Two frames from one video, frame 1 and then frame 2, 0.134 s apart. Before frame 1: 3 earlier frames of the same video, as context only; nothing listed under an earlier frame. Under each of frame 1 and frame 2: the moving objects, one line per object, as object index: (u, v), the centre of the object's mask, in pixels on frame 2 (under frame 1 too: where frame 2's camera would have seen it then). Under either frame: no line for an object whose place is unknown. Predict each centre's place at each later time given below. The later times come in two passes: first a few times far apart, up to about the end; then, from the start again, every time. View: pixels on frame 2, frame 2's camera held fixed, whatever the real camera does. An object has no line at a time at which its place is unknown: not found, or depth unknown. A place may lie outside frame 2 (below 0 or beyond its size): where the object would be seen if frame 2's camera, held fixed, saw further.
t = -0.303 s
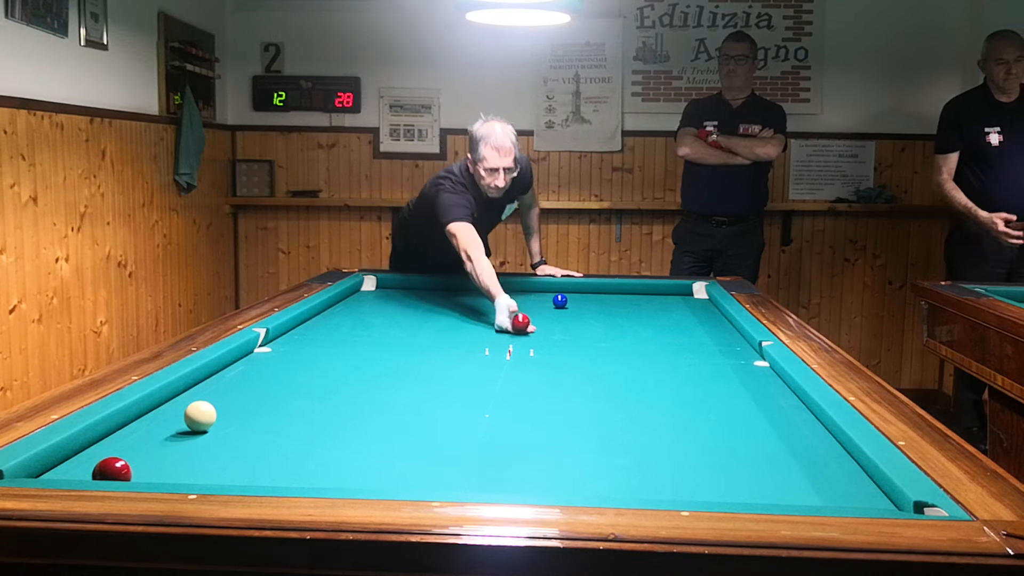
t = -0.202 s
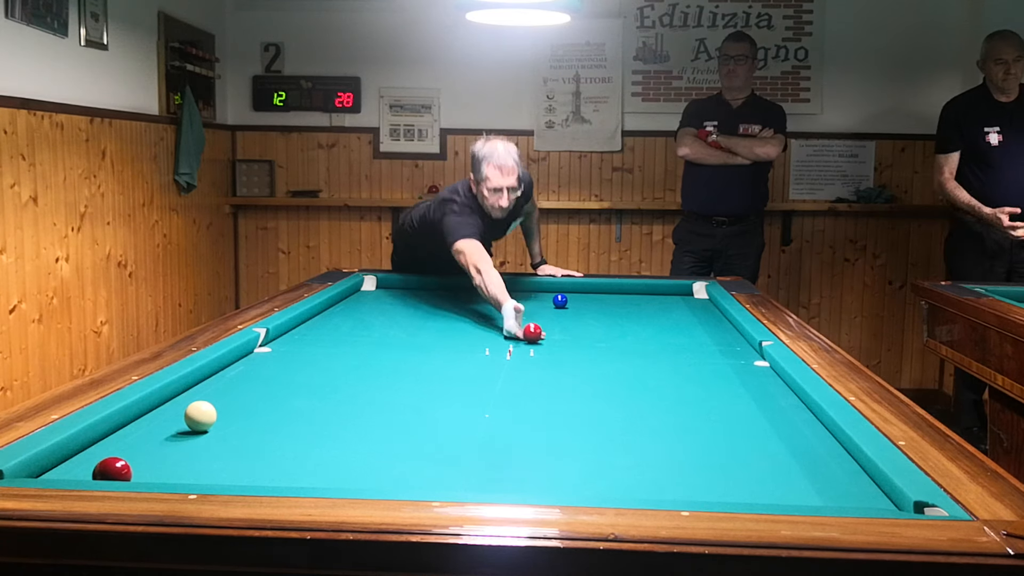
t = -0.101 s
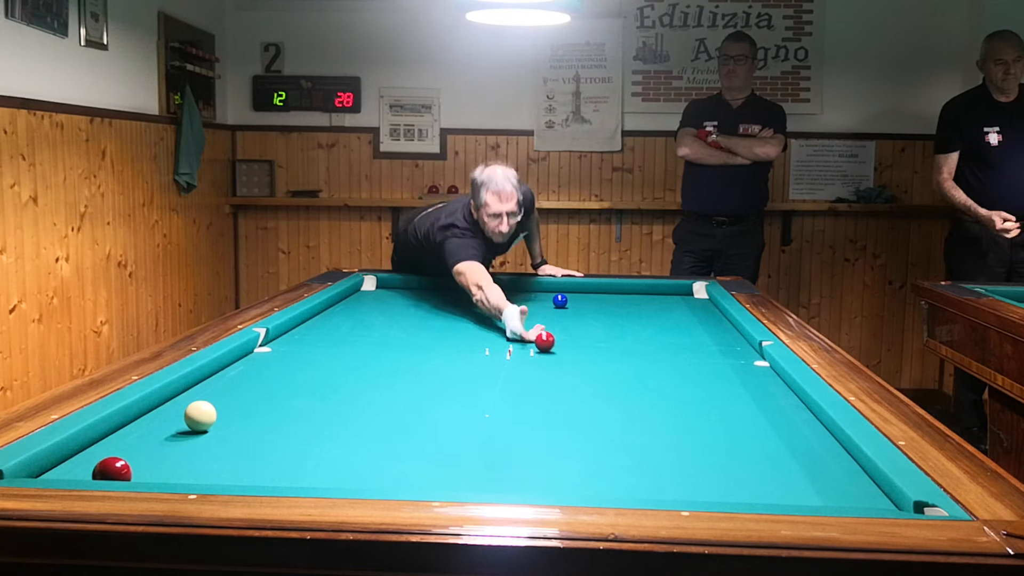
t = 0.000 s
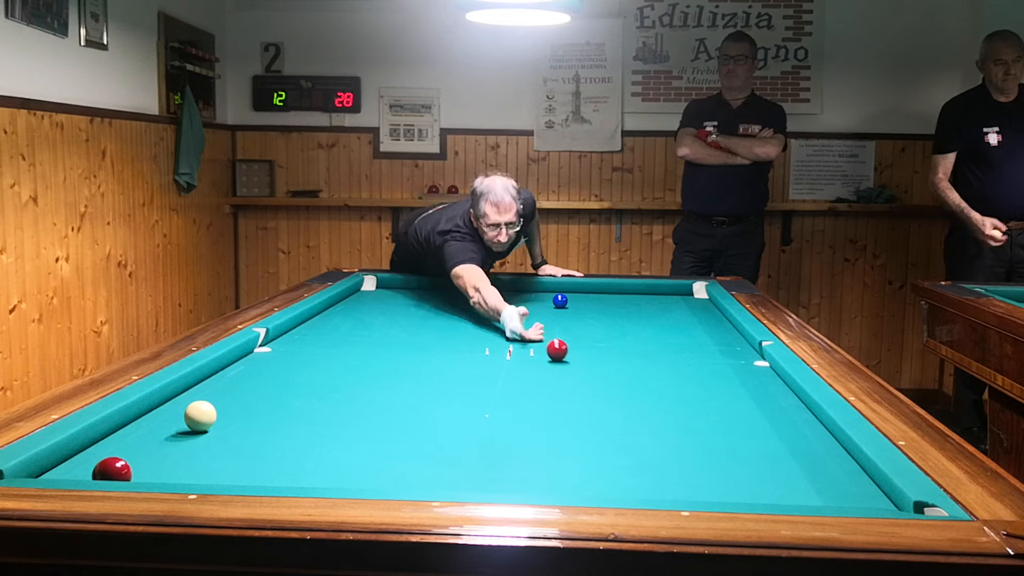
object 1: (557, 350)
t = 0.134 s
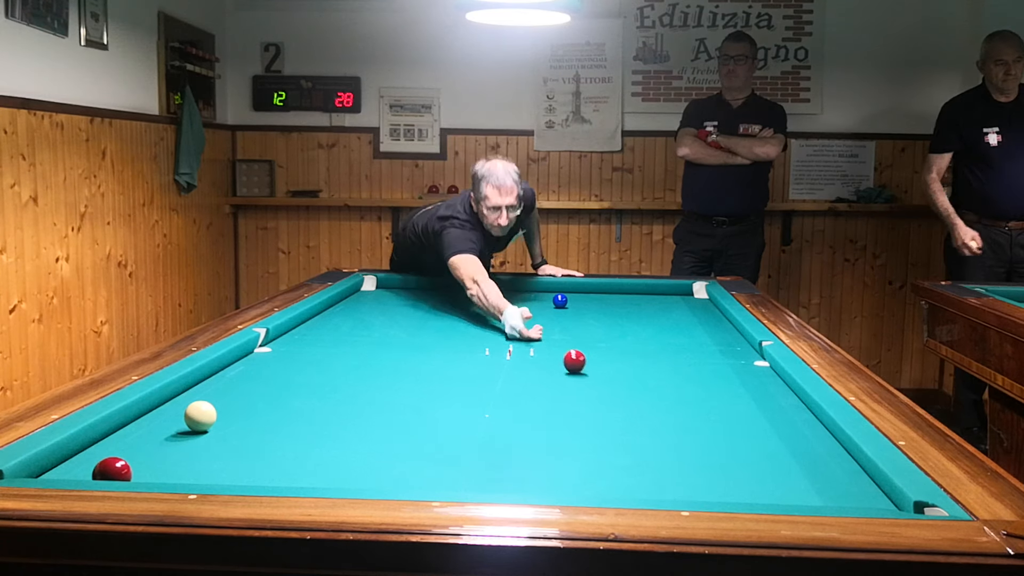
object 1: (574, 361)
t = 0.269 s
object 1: (593, 374)
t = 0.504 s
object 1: (633, 401)
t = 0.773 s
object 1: (691, 439)
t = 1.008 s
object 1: (759, 483)
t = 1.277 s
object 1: (814, 492)
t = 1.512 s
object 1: (823, 468)
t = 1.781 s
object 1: (825, 441)
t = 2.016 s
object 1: (798, 423)
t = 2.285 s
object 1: (771, 405)
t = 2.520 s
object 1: (751, 392)
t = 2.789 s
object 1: (730, 378)
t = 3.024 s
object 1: (714, 367)
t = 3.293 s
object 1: (698, 357)
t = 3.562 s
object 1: (684, 347)
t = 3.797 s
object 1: (672, 340)
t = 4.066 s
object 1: (661, 333)
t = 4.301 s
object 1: (652, 327)
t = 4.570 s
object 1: (643, 321)
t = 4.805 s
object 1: (636, 316)
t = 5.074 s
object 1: (628, 311)
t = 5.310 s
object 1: (622, 307)
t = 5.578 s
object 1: (615, 302)
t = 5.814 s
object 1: (610, 299)
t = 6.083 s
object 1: (605, 295)
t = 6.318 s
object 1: (600, 293)
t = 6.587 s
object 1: (595, 289)
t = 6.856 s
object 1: (592, 288)
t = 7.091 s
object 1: (590, 289)
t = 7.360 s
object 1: (587, 291)
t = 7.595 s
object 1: (585, 292)
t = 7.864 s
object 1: (583, 293)
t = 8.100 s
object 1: (581, 294)
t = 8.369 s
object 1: (580, 296)
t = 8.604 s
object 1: (578, 297)
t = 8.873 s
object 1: (577, 298)
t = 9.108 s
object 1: (576, 298)
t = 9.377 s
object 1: (575, 299)
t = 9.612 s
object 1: (575, 300)
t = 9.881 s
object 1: (576, 301)
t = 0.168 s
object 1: (579, 364)
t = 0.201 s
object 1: (584, 367)
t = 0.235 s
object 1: (588, 371)
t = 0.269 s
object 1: (593, 374)
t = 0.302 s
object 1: (599, 378)
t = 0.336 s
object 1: (604, 381)
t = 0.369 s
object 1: (609, 385)
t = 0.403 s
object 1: (615, 389)
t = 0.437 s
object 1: (620, 392)
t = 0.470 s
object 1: (627, 396)
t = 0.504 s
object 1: (633, 401)
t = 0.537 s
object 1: (639, 405)
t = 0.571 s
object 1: (646, 409)
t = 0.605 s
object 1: (653, 414)
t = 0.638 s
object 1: (660, 418)
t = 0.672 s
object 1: (667, 424)
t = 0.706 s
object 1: (675, 428)
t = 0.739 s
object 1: (683, 434)
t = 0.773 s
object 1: (691, 439)
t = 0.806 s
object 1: (699, 444)
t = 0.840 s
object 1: (708, 451)
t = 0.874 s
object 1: (718, 457)
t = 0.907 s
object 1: (727, 463)
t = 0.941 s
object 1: (737, 470)
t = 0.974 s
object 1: (747, 476)
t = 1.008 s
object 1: (759, 483)
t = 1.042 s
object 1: (770, 488)
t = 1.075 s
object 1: (781, 492)
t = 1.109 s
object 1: (794, 497)
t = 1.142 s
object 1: (806, 500)
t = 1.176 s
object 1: (812, 500)
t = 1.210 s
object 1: (812, 497)
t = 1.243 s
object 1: (813, 495)
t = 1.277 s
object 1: (814, 492)
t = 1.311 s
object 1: (815, 489)
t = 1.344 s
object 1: (816, 486)
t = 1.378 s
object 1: (817, 483)
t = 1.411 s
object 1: (819, 479)
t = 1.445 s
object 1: (820, 475)
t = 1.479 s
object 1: (821, 471)
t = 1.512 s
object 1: (823, 468)
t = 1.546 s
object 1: (824, 464)
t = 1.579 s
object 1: (825, 461)
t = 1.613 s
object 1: (826, 457)
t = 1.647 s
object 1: (827, 454)
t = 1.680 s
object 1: (828, 451)
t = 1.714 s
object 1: (829, 447)
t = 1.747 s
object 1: (830, 444)
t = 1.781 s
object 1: (825, 441)
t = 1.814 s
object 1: (821, 439)
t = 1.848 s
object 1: (817, 436)
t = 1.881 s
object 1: (813, 433)
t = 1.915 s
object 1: (809, 431)
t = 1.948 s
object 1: (805, 428)
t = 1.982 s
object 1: (802, 426)
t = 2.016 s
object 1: (798, 423)
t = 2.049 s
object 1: (794, 421)
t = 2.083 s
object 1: (791, 418)
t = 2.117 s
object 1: (787, 416)
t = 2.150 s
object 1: (784, 414)
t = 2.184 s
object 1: (780, 412)
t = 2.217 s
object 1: (777, 409)
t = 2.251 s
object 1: (774, 407)
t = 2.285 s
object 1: (771, 405)
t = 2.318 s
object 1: (768, 403)
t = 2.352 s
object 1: (765, 401)
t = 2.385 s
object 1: (762, 399)
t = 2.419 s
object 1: (759, 397)
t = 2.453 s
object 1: (756, 395)
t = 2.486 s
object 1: (753, 393)
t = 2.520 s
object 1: (751, 392)
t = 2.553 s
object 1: (748, 390)
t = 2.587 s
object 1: (745, 388)
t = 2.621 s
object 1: (742, 386)
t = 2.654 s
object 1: (740, 384)
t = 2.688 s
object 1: (737, 382)
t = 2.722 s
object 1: (735, 381)
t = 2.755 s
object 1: (732, 379)
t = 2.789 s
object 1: (730, 378)
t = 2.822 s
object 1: (727, 376)
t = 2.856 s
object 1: (725, 375)
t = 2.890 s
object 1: (723, 373)
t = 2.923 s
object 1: (721, 371)
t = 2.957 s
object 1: (719, 370)
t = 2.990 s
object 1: (716, 369)
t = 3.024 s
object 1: (714, 367)
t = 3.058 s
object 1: (712, 366)
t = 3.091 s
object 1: (710, 364)
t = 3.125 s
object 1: (708, 363)
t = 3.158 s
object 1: (706, 362)
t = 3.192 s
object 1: (704, 360)
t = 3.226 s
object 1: (702, 359)
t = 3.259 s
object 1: (700, 358)
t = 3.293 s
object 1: (698, 357)
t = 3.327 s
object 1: (696, 355)
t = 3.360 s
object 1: (694, 354)
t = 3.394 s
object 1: (692, 353)
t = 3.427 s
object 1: (690, 352)
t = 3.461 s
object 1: (689, 351)
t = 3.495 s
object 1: (687, 350)
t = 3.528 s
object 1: (685, 348)
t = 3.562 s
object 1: (684, 347)
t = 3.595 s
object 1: (682, 346)
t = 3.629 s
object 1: (680, 345)
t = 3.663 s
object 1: (679, 344)
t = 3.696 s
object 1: (677, 343)
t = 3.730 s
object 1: (675, 342)
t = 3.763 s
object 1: (674, 341)
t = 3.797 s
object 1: (672, 340)
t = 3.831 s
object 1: (671, 339)
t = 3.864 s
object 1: (670, 338)
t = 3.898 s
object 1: (668, 337)
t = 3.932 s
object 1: (667, 336)
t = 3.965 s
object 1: (665, 335)
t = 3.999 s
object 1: (664, 334)
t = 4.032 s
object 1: (662, 333)
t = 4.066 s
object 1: (661, 333)
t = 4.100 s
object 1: (660, 332)
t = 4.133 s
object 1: (658, 331)
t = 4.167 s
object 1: (657, 330)
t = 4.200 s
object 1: (656, 329)
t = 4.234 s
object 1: (654, 328)
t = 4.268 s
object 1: (653, 328)
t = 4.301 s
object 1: (652, 327)
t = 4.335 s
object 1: (651, 326)
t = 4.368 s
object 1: (650, 325)
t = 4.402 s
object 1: (648, 324)
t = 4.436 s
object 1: (647, 323)
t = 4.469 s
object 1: (646, 323)
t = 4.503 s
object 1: (645, 322)
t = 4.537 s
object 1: (644, 321)
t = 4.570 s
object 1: (643, 321)
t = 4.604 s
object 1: (642, 320)
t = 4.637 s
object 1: (641, 319)
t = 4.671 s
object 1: (640, 318)
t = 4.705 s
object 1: (638, 318)
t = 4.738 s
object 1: (638, 317)
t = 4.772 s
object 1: (637, 316)
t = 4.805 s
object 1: (636, 316)
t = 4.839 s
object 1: (635, 315)
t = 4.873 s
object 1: (634, 314)
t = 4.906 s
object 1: (633, 314)
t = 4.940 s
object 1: (632, 313)
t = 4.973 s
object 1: (631, 312)
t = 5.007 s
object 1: (630, 312)
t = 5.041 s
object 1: (629, 311)
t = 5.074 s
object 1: (628, 311)
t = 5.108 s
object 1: (627, 310)
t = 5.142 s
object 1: (626, 309)
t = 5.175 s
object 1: (625, 309)
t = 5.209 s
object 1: (624, 308)
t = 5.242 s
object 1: (623, 308)
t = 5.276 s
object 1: (623, 307)
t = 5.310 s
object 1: (622, 307)
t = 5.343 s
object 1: (621, 306)
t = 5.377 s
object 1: (620, 306)
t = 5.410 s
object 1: (619, 305)
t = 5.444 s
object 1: (618, 305)
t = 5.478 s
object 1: (618, 304)
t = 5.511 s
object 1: (617, 304)
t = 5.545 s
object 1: (616, 303)
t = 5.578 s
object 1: (615, 302)
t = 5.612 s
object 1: (615, 302)
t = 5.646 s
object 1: (614, 301)
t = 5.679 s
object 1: (613, 301)
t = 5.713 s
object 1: (612, 300)
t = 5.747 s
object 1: (611, 300)
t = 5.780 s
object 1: (611, 299)
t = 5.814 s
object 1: (610, 299)
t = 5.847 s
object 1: (609, 299)
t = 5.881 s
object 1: (609, 298)
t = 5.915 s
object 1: (608, 298)
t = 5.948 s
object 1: (607, 297)
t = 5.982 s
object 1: (606, 297)
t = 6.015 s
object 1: (606, 296)
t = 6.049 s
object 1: (605, 296)
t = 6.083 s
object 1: (605, 295)
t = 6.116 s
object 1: (604, 295)
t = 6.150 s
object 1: (603, 295)
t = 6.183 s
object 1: (602, 294)
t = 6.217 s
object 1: (602, 294)
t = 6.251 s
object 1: (601, 293)
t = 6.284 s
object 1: (601, 293)
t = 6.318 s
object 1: (600, 293)
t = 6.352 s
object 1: (599, 292)
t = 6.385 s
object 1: (599, 292)
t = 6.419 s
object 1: (598, 291)
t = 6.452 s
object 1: (597, 291)
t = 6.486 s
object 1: (597, 291)
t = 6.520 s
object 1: (596, 290)
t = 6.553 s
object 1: (596, 290)
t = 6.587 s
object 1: (595, 289)
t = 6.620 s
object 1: (595, 289)
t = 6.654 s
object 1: (594, 289)
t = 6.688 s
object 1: (594, 289)
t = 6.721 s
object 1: (593, 288)
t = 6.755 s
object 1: (593, 288)
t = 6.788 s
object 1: (592, 288)
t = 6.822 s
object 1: (592, 288)
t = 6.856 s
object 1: (592, 288)
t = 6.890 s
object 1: (591, 288)
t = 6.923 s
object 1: (591, 288)
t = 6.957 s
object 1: (591, 289)
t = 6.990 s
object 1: (591, 289)
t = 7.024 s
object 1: (590, 289)
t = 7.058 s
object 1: (590, 289)
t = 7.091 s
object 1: (590, 289)
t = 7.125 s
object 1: (589, 290)
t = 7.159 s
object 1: (589, 290)
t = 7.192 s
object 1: (588, 290)
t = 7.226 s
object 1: (588, 290)
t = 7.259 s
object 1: (588, 290)
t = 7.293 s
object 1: (588, 290)
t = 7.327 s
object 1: (587, 291)
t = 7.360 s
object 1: (587, 291)
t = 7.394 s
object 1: (587, 291)
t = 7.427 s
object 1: (586, 291)
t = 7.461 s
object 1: (586, 291)
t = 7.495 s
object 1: (586, 292)
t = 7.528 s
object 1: (586, 292)
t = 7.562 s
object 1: (585, 292)
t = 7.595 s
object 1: (585, 292)
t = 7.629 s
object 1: (585, 292)
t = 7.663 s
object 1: (585, 293)
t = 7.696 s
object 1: (584, 293)
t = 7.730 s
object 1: (584, 293)
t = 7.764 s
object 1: (584, 293)
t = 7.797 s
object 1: (583, 293)
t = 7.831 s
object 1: (583, 293)
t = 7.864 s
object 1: (583, 293)
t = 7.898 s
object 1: (583, 294)
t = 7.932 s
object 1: (582, 294)
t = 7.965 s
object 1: (582, 294)
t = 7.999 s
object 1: (582, 294)
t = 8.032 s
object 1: (582, 294)
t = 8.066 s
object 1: (582, 294)
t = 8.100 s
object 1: (581, 294)
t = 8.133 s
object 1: (581, 295)
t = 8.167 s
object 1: (581, 295)
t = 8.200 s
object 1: (581, 295)
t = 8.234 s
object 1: (580, 295)
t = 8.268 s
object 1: (580, 295)
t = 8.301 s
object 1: (580, 295)
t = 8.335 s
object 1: (580, 296)
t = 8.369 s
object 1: (580, 296)
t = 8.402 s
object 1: (580, 296)
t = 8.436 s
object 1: (579, 296)
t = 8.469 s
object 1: (579, 296)
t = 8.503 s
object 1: (579, 296)
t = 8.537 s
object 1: (579, 296)
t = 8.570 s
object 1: (579, 296)
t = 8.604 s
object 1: (578, 297)
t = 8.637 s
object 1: (578, 297)
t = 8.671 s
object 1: (578, 297)
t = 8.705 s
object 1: (578, 297)
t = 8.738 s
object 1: (578, 297)
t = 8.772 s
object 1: (577, 297)
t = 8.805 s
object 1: (577, 298)
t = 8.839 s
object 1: (577, 298)
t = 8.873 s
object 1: (577, 298)
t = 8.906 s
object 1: (577, 298)
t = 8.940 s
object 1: (577, 298)
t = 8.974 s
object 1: (576, 298)
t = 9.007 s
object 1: (576, 298)
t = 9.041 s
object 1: (576, 298)
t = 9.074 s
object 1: (576, 298)
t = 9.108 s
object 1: (576, 298)
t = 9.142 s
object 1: (576, 299)
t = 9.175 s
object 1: (575, 299)
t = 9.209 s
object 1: (575, 299)
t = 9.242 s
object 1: (575, 299)
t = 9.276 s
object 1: (575, 299)
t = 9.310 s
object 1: (575, 299)
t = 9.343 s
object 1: (575, 299)
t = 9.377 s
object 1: (575, 299)
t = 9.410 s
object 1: (575, 299)
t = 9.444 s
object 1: (575, 300)
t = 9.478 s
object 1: (575, 300)
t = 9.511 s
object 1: (575, 300)
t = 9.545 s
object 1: (575, 300)
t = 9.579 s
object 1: (575, 300)
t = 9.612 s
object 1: (575, 300)
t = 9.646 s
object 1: (575, 300)
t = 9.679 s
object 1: (576, 300)
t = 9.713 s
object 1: (575, 300)
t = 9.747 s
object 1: (575, 300)
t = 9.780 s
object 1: (576, 300)
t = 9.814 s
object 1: (576, 301)
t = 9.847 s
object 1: (576, 301)
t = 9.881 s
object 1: (576, 301)
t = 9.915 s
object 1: (576, 301)
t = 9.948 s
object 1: (576, 301)
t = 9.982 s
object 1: (577, 301)
